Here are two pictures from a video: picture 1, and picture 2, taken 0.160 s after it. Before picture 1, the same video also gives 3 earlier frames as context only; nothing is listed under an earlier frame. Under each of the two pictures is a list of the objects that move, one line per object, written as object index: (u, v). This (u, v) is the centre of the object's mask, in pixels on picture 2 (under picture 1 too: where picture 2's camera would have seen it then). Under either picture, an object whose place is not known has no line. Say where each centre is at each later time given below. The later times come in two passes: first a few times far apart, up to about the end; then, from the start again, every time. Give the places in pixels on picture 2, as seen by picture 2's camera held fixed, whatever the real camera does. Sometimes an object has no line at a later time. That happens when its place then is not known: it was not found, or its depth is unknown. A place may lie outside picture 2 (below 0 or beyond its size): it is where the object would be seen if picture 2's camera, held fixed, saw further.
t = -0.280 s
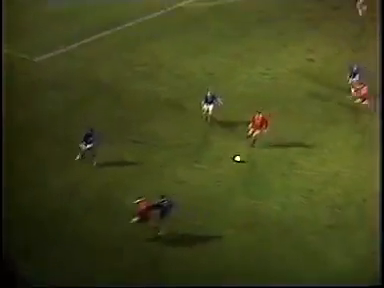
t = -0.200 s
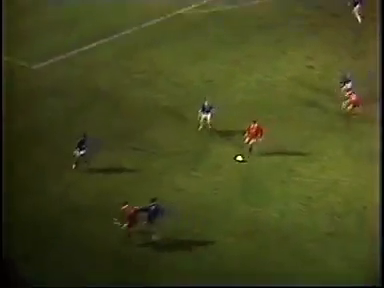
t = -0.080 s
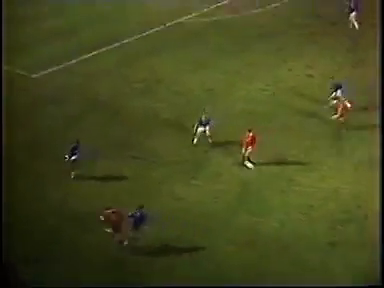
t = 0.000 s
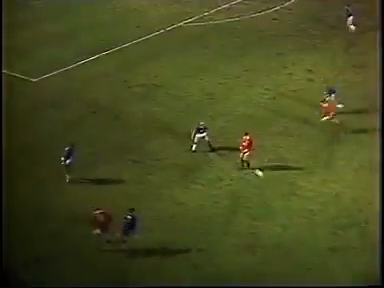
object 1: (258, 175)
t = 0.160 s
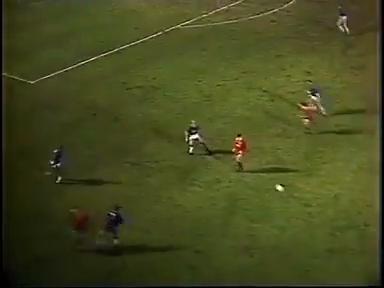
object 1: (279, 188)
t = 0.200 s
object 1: (286, 192)
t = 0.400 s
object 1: (316, 217)
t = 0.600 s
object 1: (347, 249)
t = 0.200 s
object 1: (286, 192)
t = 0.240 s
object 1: (292, 196)
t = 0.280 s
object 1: (298, 201)
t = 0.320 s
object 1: (303, 206)
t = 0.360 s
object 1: (309, 211)
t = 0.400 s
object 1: (316, 217)
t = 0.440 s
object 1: (322, 224)
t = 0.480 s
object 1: (328, 230)
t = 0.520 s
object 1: (335, 237)
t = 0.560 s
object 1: (341, 245)
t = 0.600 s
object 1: (347, 249)
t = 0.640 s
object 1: (353, 250)
